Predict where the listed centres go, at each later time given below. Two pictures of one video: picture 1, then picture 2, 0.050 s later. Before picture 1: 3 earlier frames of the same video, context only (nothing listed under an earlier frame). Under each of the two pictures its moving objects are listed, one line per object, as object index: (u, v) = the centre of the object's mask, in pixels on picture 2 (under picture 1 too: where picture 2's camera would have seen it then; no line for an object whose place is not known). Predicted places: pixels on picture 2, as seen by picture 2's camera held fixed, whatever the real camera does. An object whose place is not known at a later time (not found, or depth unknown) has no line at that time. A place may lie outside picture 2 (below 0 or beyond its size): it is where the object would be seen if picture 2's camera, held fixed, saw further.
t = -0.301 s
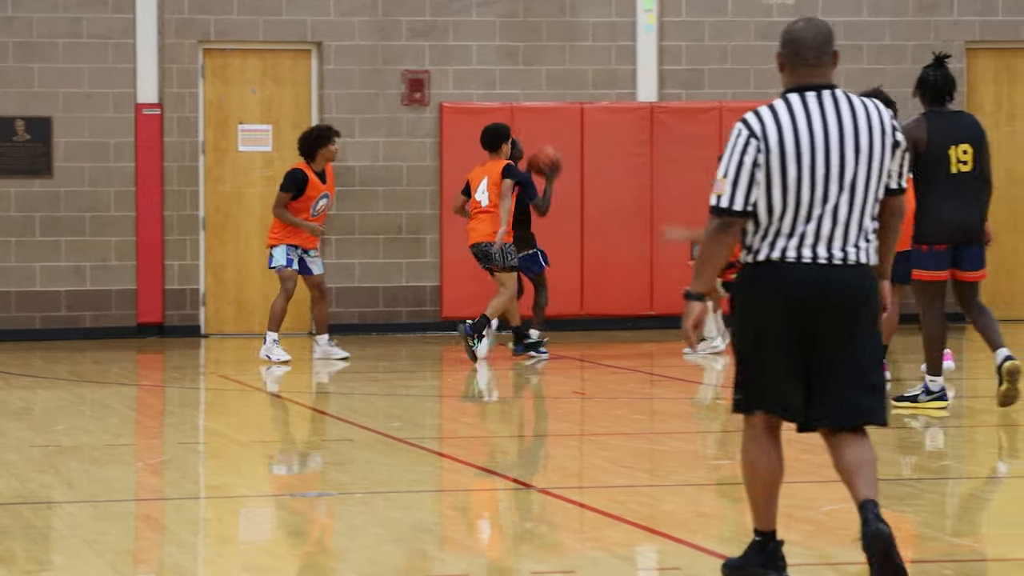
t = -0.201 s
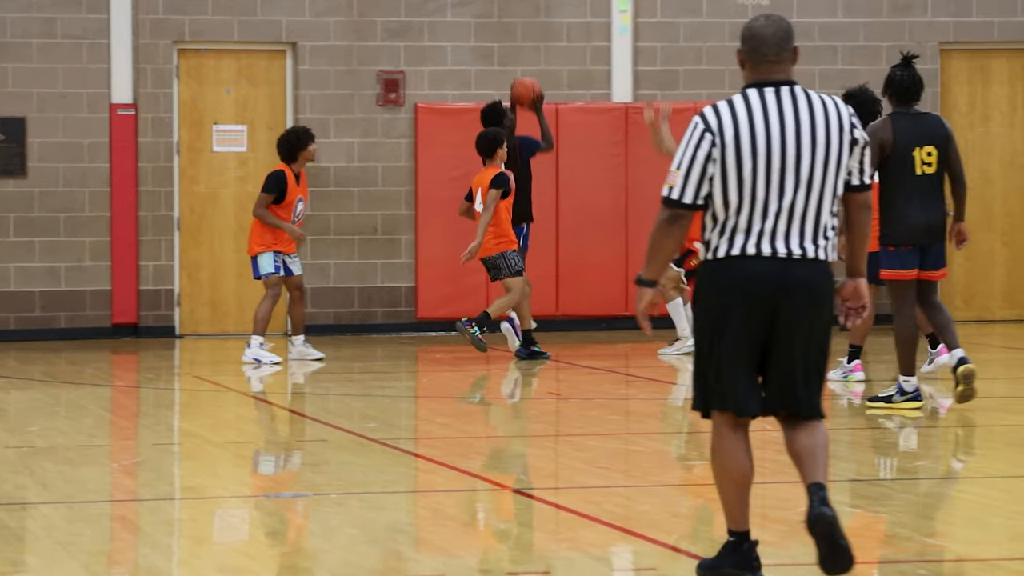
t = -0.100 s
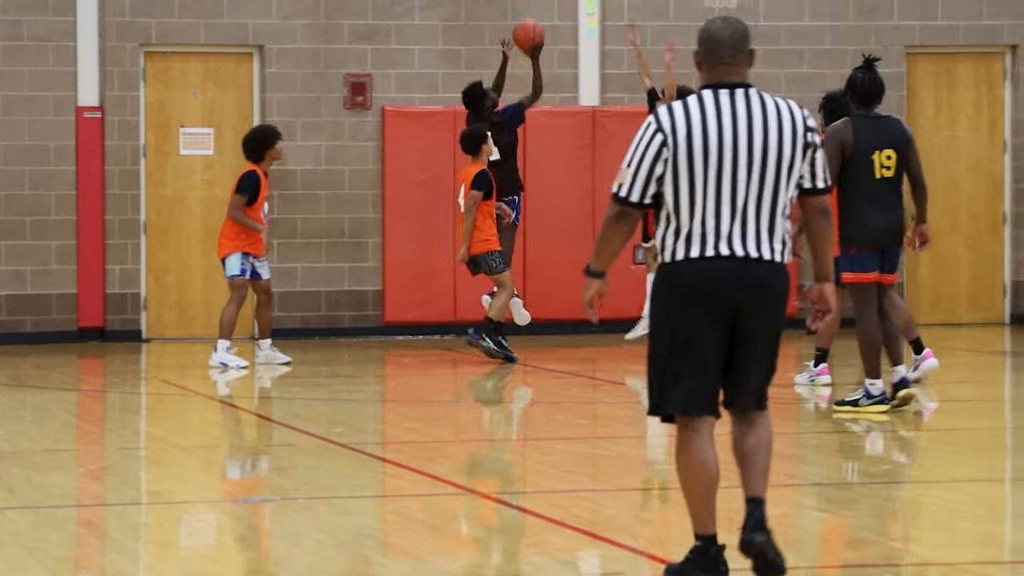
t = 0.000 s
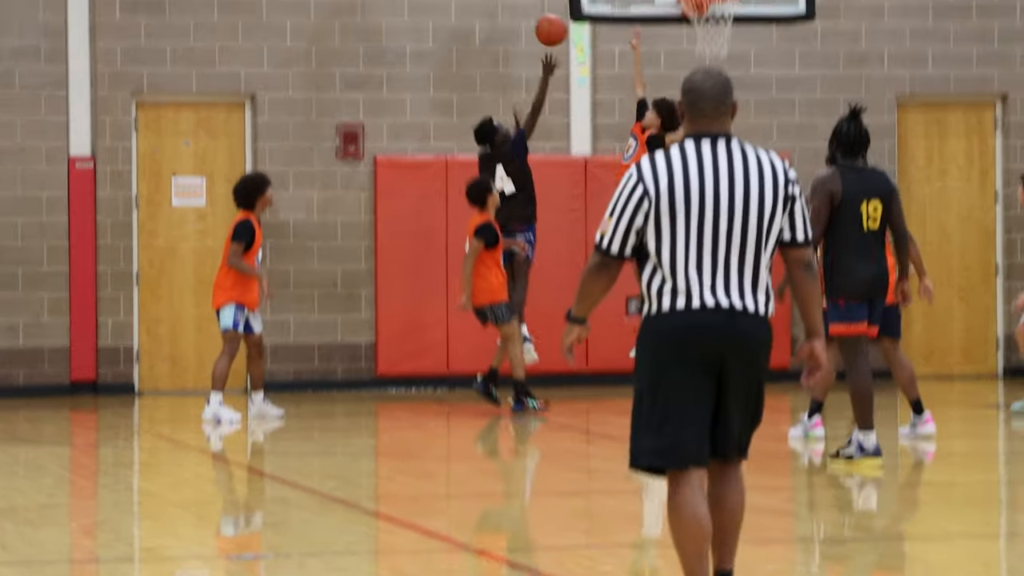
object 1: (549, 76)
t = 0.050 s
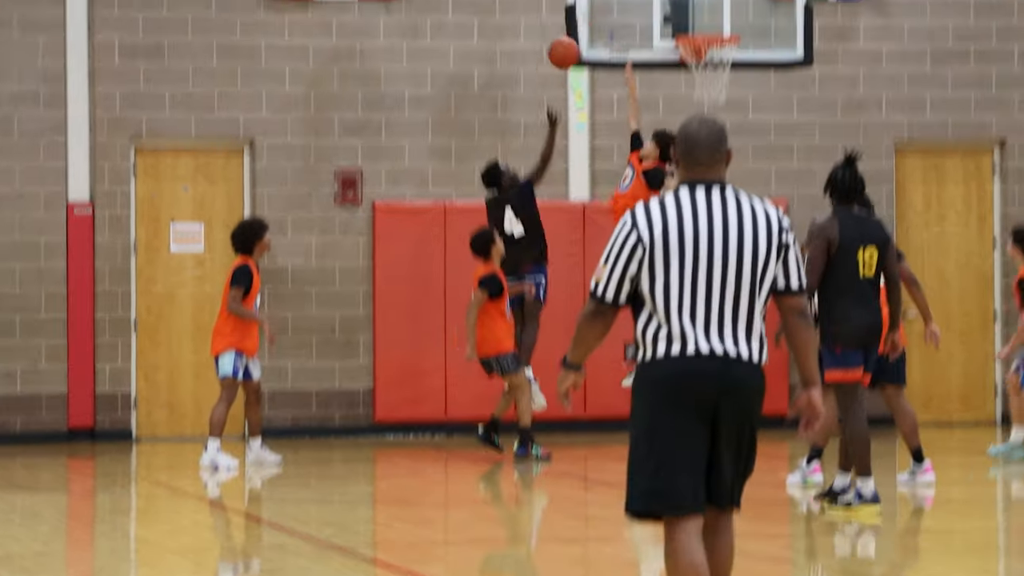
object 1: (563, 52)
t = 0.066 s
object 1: (568, 46)
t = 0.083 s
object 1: (573, 40)
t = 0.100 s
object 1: (578, 33)
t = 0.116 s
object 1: (582, 28)
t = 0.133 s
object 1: (587, 23)
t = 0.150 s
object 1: (592, 18)
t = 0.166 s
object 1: (597, 13)
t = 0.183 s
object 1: (602, 9)
